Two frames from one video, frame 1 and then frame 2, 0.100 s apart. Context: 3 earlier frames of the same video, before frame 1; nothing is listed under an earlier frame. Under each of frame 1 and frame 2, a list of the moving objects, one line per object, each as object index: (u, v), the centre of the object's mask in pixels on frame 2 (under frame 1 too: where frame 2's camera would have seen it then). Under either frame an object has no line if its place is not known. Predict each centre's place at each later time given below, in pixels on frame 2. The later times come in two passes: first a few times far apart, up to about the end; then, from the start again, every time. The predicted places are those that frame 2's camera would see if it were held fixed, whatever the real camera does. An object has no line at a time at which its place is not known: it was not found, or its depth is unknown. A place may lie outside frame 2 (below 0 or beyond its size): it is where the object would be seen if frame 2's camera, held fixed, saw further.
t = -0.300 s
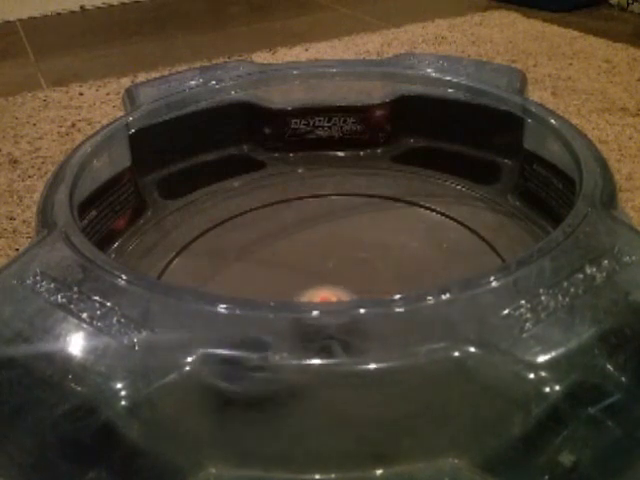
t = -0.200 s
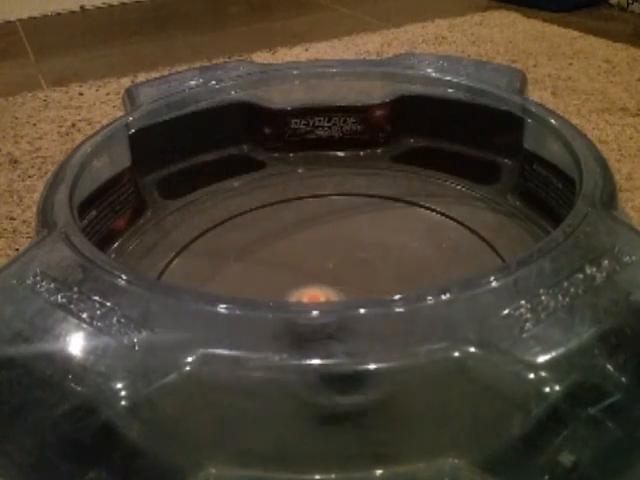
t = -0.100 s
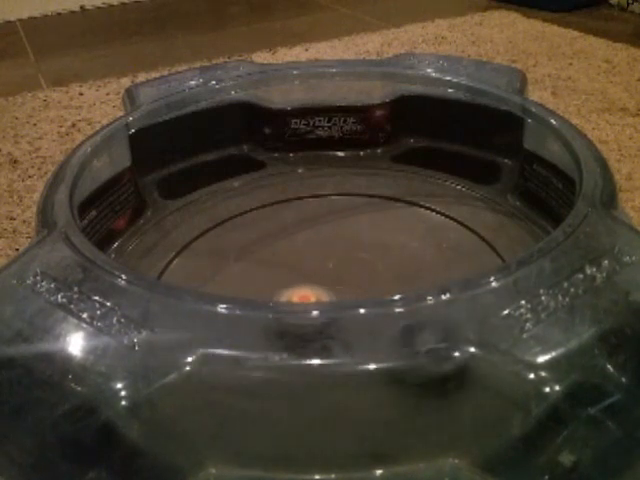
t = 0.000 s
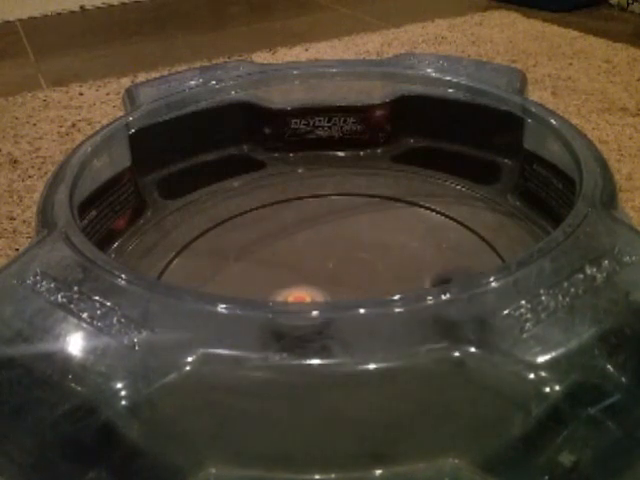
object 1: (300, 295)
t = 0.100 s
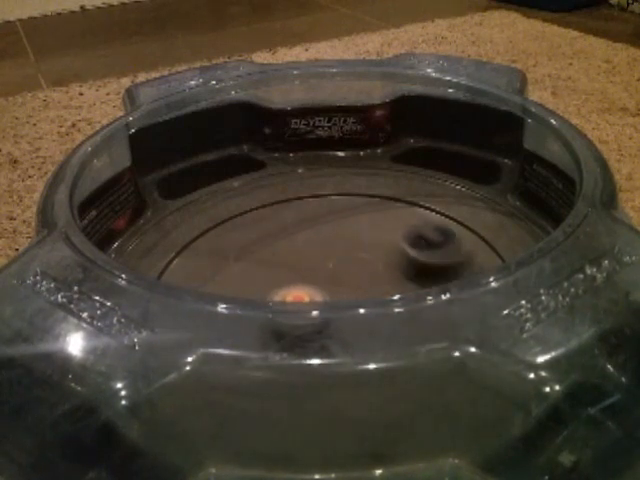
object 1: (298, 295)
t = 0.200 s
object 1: (298, 294)
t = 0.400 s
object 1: (297, 291)
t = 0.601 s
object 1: (298, 286)
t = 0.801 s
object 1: (297, 283)
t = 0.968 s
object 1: (301, 281)
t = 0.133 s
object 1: (298, 294)
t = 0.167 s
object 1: (298, 294)
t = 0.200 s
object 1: (298, 294)
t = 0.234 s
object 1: (299, 294)
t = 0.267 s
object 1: (298, 293)
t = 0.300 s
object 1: (298, 293)
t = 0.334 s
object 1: (297, 292)
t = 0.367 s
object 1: (297, 292)
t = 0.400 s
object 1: (297, 291)
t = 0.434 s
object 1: (297, 290)
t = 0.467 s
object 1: (297, 289)
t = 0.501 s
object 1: (297, 289)
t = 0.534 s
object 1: (298, 289)
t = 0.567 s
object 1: (298, 287)
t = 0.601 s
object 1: (298, 286)
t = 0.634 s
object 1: (297, 286)
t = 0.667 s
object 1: (297, 285)
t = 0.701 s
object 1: (297, 284)
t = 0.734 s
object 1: (297, 283)
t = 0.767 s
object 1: (297, 283)
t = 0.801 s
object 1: (297, 283)
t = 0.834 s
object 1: (297, 283)
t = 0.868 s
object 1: (299, 282)
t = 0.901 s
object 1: (300, 282)
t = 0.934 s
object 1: (300, 281)
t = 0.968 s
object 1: (301, 281)
